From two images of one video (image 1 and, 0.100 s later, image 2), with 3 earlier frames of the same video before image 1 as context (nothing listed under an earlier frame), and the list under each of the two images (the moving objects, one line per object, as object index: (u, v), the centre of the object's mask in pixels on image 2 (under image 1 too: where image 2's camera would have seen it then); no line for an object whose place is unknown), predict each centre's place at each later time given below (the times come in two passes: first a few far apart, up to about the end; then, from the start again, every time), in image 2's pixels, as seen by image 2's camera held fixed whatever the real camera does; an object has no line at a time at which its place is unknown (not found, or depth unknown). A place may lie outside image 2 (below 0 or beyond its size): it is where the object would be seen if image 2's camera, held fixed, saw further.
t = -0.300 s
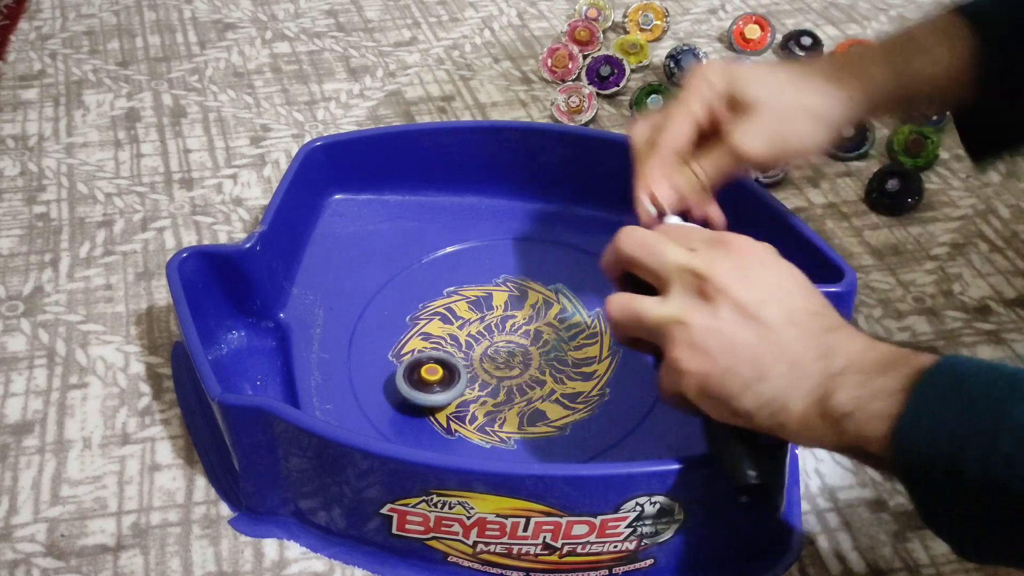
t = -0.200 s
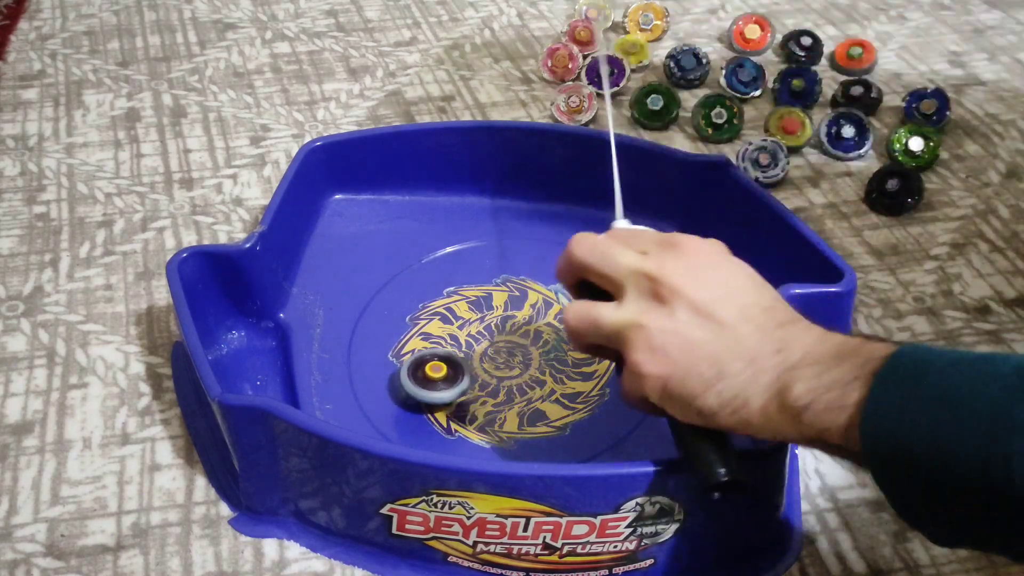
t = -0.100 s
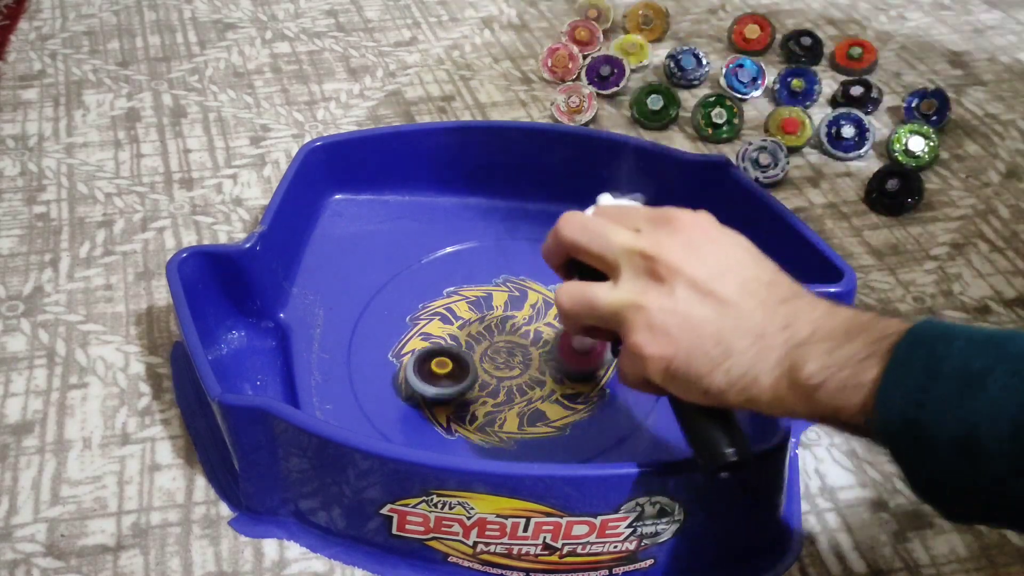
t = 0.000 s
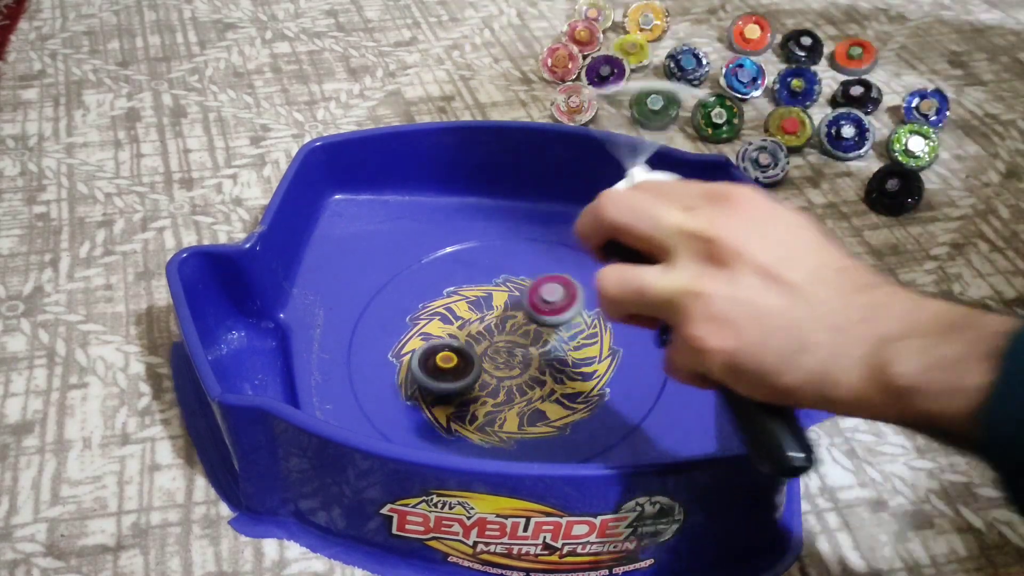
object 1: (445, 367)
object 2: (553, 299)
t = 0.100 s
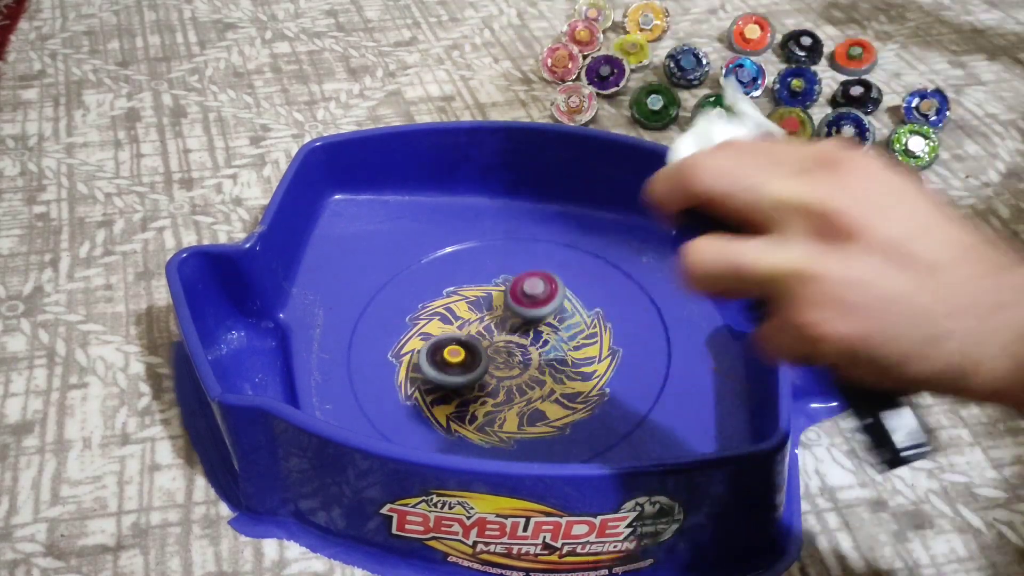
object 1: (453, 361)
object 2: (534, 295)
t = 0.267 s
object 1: (464, 348)
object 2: (541, 302)
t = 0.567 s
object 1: (487, 327)
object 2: (555, 332)
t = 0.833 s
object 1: (510, 307)
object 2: (564, 339)
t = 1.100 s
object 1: (524, 292)
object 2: (554, 353)
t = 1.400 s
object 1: (532, 285)
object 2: (543, 371)
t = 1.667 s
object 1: (536, 292)
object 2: (532, 378)
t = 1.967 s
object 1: (535, 308)
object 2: (508, 385)
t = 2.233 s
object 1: (529, 328)
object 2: (491, 387)
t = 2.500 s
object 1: (536, 345)
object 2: (473, 385)
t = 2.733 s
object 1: (534, 354)
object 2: (467, 373)
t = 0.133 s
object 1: (455, 358)
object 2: (534, 293)
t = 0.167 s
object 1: (458, 355)
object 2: (534, 297)
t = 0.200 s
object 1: (460, 353)
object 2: (538, 294)
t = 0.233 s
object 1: (461, 351)
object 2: (540, 298)
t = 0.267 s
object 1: (464, 348)
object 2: (541, 302)
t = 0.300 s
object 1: (467, 346)
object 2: (541, 306)
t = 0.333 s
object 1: (469, 344)
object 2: (543, 309)
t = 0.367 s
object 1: (471, 341)
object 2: (543, 313)
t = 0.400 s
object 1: (473, 339)
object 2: (545, 317)
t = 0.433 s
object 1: (476, 337)
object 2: (547, 320)
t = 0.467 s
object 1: (479, 334)
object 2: (549, 323)
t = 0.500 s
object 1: (482, 331)
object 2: (552, 327)
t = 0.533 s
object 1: (484, 329)
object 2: (554, 330)
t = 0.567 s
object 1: (487, 327)
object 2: (555, 332)
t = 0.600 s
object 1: (489, 325)
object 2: (558, 333)
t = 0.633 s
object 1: (492, 323)
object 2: (560, 335)
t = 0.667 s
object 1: (496, 320)
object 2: (562, 336)
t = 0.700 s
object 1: (499, 317)
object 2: (563, 337)
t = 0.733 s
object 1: (501, 315)
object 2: (564, 337)
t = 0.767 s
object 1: (504, 313)
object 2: (564, 338)
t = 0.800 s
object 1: (507, 310)
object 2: (564, 339)
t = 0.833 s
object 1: (510, 307)
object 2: (564, 339)
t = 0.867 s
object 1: (512, 305)
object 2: (564, 341)
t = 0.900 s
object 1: (514, 303)
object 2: (563, 343)
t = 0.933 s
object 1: (516, 301)
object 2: (562, 344)
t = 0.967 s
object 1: (518, 299)
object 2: (560, 345)
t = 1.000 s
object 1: (520, 297)
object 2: (559, 347)
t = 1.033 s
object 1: (521, 295)
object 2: (558, 349)
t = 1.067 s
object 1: (523, 294)
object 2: (556, 351)
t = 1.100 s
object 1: (524, 292)
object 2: (554, 353)
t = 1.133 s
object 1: (525, 291)
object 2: (552, 356)
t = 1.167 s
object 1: (527, 289)
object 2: (551, 359)
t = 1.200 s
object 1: (528, 288)
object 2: (549, 362)
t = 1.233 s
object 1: (530, 286)
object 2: (548, 364)
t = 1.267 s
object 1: (530, 285)
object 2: (547, 365)
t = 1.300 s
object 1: (531, 285)
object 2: (547, 367)
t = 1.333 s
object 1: (531, 285)
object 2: (546, 369)
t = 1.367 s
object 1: (531, 284)
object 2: (545, 370)
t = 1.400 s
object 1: (532, 285)
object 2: (543, 371)
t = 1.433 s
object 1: (532, 285)
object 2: (542, 372)
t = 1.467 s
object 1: (533, 286)
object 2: (541, 373)
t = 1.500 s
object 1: (534, 287)
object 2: (540, 374)
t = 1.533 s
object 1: (535, 288)
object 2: (540, 375)
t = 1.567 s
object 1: (535, 288)
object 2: (540, 375)
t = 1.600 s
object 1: (535, 289)
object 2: (538, 376)
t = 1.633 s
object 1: (535, 291)
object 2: (534, 377)
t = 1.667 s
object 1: (536, 292)
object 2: (532, 378)
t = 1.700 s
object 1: (536, 294)
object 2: (530, 378)
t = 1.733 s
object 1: (537, 295)
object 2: (529, 379)
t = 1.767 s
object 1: (537, 297)
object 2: (528, 379)
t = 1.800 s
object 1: (537, 298)
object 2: (524, 380)
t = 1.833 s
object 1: (537, 300)
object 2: (521, 381)
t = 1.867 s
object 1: (536, 302)
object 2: (518, 382)
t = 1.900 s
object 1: (536, 303)
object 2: (514, 384)
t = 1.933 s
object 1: (536, 305)
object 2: (511, 385)
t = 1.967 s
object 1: (535, 308)
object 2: (508, 385)
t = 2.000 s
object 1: (534, 310)
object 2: (505, 385)
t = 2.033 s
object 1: (534, 312)
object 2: (503, 385)
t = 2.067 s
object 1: (533, 314)
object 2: (502, 385)
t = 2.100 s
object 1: (533, 317)
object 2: (499, 386)
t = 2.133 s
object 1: (531, 319)
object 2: (497, 385)
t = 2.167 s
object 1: (530, 322)
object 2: (494, 385)
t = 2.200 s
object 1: (530, 325)
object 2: (492, 386)
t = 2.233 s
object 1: (529, 328)
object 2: (491, 387)
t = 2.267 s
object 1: (528, 331)
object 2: (488, 387)
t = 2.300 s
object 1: (527, 335)
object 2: (485, 387)
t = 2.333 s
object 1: (527, 338)
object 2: (484, 386)
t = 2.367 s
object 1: (526, 341)
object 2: (483, 385)
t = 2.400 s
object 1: (528, 341)
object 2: (479, 386)
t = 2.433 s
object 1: (530, 342)
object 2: (476, 387)
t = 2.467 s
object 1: (534, 343)
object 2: (475, 386)
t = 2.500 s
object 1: (536, 345)
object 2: (473, 385)
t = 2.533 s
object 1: (537, 346)
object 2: (471, 384)
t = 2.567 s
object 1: (537, 347)
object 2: (470, 382)
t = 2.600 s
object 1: (537, 349)
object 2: (469, 381)
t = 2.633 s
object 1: (536, 350)
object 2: (468, 379)
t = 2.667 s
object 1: (535, 352)
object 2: (467, 377)
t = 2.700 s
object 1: (534, 353)
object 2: (467, 375)
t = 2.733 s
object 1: (534, 354)
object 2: (467, 373)
